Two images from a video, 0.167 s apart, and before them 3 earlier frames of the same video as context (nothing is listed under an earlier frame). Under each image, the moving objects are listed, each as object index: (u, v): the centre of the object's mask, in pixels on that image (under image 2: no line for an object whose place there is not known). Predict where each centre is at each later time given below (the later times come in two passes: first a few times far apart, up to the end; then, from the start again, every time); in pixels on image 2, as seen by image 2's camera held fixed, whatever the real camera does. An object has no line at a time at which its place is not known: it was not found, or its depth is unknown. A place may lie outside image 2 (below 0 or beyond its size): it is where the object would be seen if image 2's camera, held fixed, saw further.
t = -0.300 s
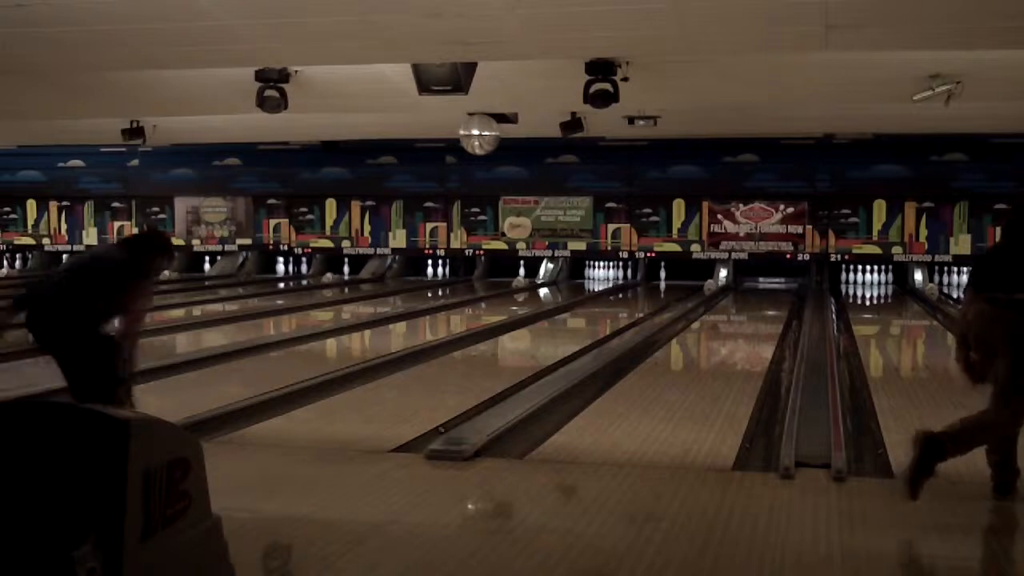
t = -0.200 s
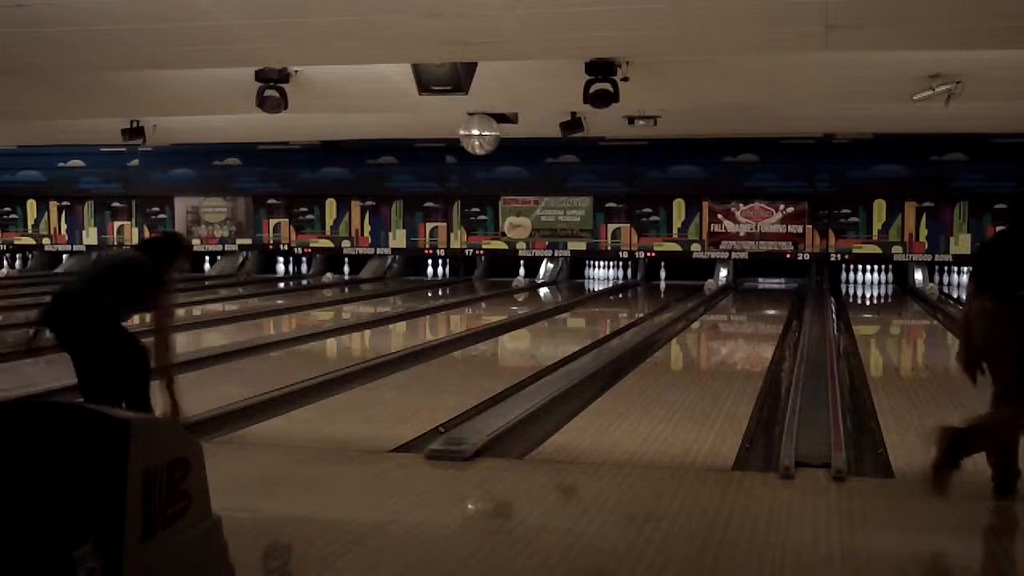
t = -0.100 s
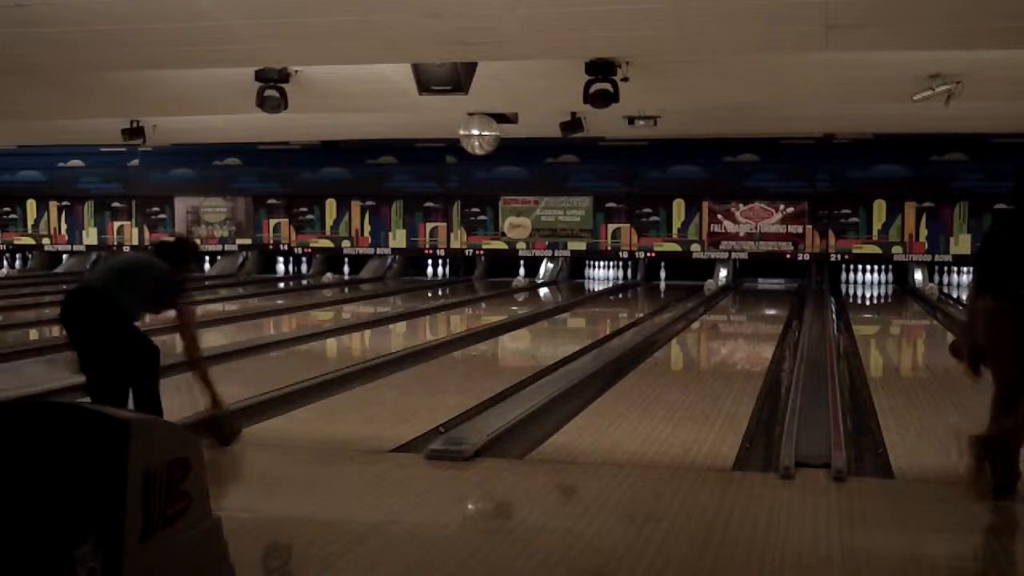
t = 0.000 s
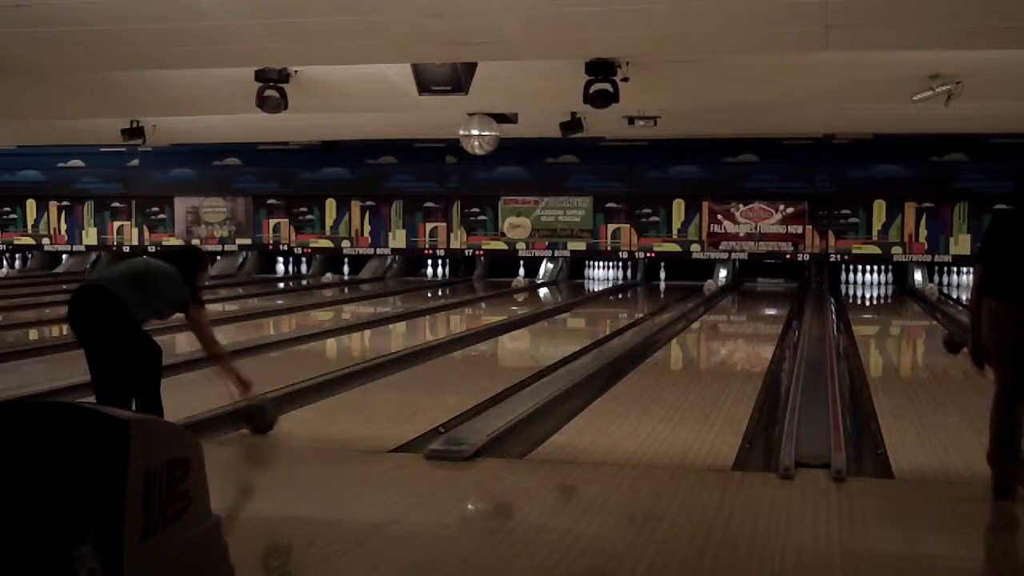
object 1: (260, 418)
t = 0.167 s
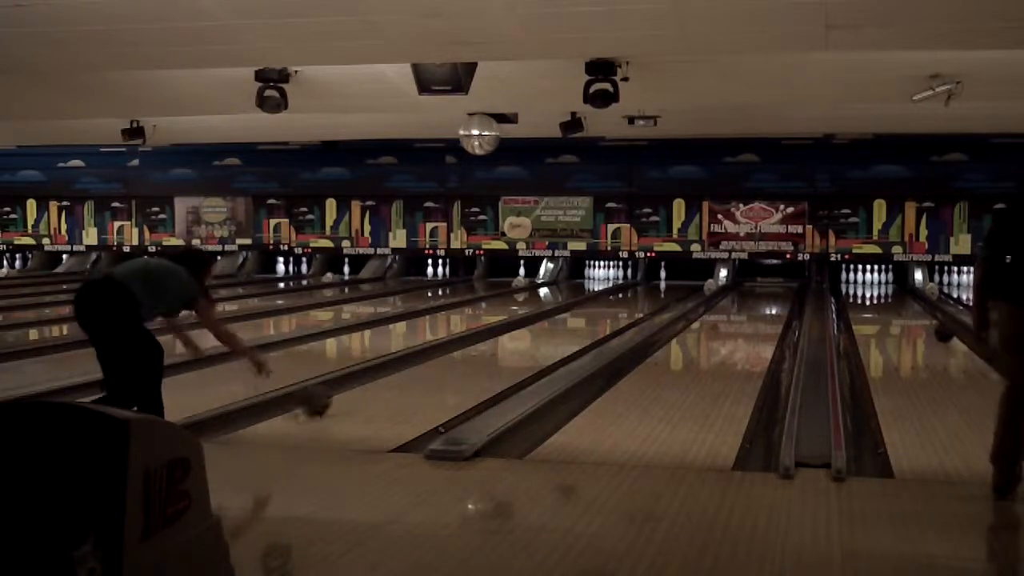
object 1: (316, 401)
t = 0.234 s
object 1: (335, 394)
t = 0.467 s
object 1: (390, 375)
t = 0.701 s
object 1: (434, 358)
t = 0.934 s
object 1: (470, 347)
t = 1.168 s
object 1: (500, 336)
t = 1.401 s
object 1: (526, 328)
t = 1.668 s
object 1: (550, 320)
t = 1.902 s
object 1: (569, 314)
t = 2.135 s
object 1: (585, 309)
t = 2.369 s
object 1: (598, 302)
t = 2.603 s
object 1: (614, 299)
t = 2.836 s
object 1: (621, 295)
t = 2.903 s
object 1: (627, 294)
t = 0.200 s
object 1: (326, 398)
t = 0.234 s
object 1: (335, 394)
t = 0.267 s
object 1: (344, 393)
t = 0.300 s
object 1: (355, 390)
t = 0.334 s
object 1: (361, 385)
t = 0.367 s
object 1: (369, 384)
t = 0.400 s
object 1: (376, 380)
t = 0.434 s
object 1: (383, 378)
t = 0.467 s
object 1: (390, 375)
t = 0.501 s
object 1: (397, 373)
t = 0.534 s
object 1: (405, 371)
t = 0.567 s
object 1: (411, 368)
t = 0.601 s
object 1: (417, 365)
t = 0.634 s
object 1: (424, 364)
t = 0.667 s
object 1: (428, 361)
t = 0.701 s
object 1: (434, 358)
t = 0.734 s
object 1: (441, 356)
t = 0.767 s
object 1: (446, 355)
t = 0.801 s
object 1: (456, 353)
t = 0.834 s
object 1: (457, 352)
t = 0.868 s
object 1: (462, 349)
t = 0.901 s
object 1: (467, 348)
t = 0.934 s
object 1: (470, 347)
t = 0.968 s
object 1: (476, 346)
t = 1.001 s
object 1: (481, 343)
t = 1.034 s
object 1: (485, 342)
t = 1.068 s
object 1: (488, 341)
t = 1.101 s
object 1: (493, 339)
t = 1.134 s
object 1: (497, 337)
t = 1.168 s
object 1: (500, 336)
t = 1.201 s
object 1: (505, 334)
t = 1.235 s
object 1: (509, 333)
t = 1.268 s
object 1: (512, 332)
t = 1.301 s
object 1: (515, 330)
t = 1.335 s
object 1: (519, 330)
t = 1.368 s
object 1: (522, 329)
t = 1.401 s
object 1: (526, 328)
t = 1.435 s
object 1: (529, 327)
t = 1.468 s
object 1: (532, 326)
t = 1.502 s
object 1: (535, 325)
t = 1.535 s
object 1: (538, 324)
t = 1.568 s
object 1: (541, 322)
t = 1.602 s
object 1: (545, 321)
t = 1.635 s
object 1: (548, 320)
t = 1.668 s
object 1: (550, 320)
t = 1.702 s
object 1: (553, 319)
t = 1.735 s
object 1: (556, 319)
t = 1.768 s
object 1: (559, 317)
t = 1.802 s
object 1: (561, 316)
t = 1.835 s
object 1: (563, 315)
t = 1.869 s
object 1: (567, 314)
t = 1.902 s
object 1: (569, 314)
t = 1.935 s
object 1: (571, 314)
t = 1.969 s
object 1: (573, 314)
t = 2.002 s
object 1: (576, 313)
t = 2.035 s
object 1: (579, 312)
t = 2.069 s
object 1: (581, 311)
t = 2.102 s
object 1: (582, 309)
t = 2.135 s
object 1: (585, 309)
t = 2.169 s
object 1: (587, 308)
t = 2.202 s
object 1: (590, 306)
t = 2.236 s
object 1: (591, 306)
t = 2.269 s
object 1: (594, 304)
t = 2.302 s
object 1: (595, 304)
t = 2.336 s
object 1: (598, 302)
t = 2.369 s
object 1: (598, 302)
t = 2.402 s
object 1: (603, 301)
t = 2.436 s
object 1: (603, 301)
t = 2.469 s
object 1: (606, 301)
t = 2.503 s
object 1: (608, 301)
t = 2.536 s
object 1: (610, 300)
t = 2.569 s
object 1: (611, 299)
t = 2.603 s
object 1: (614, 299)
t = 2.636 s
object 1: (615, 298)
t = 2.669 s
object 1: (615, 297)
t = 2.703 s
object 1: (615, 298)
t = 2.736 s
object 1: (618, 297)
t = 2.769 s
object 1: (618, 296)
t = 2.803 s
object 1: (622, 295)
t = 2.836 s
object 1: (621, 295)
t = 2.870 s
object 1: (625, 294)
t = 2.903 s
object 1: (627, 294)
